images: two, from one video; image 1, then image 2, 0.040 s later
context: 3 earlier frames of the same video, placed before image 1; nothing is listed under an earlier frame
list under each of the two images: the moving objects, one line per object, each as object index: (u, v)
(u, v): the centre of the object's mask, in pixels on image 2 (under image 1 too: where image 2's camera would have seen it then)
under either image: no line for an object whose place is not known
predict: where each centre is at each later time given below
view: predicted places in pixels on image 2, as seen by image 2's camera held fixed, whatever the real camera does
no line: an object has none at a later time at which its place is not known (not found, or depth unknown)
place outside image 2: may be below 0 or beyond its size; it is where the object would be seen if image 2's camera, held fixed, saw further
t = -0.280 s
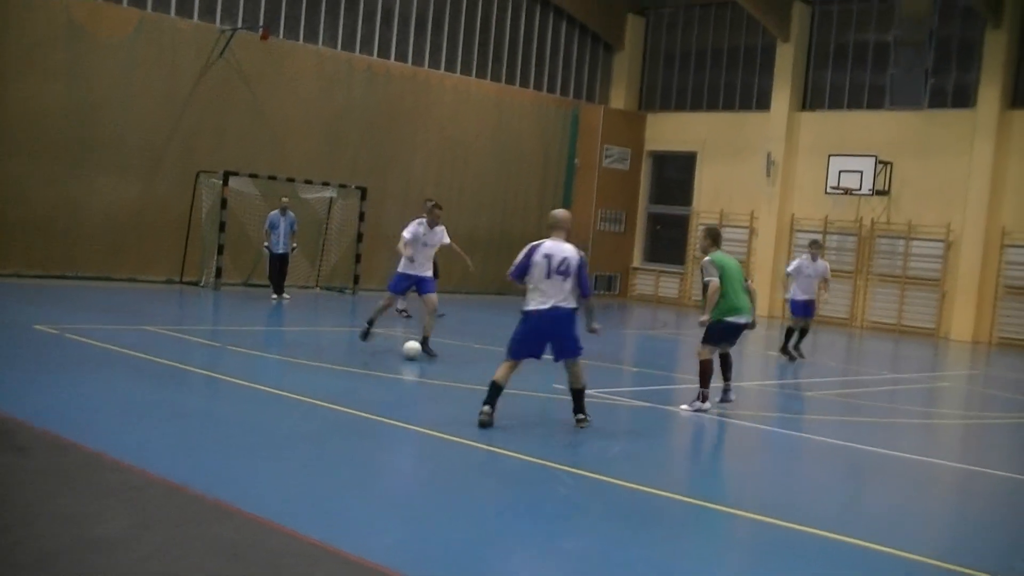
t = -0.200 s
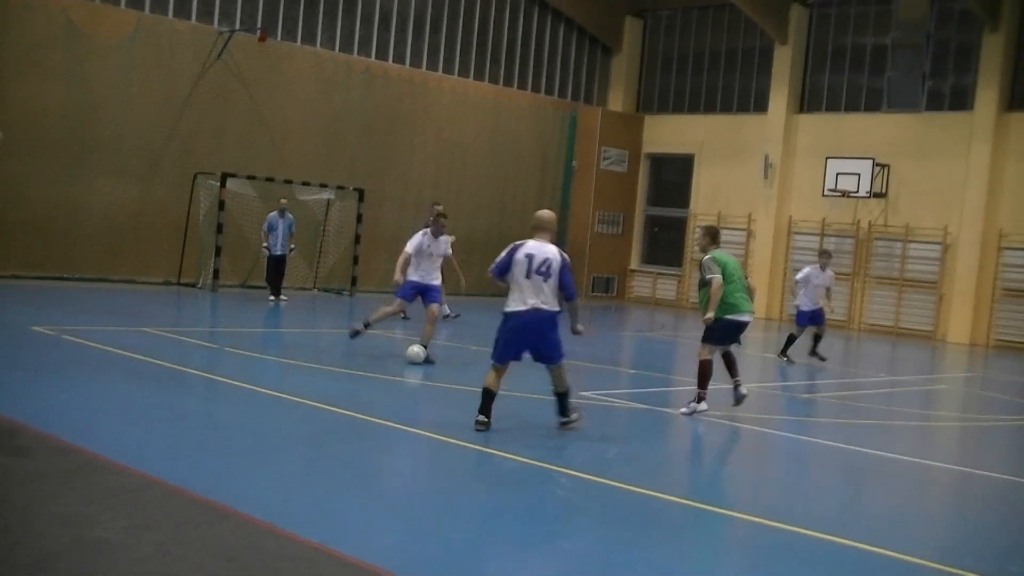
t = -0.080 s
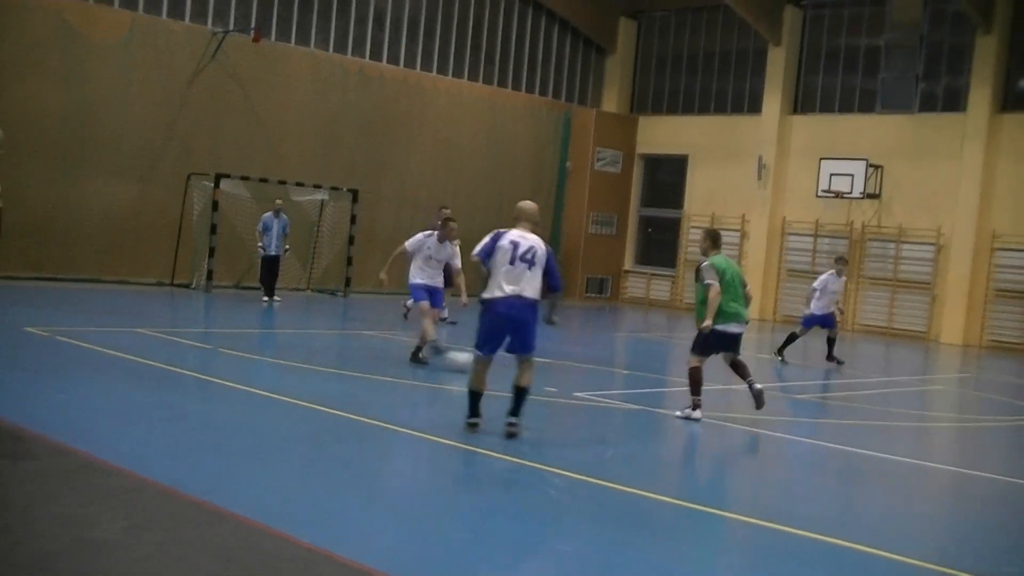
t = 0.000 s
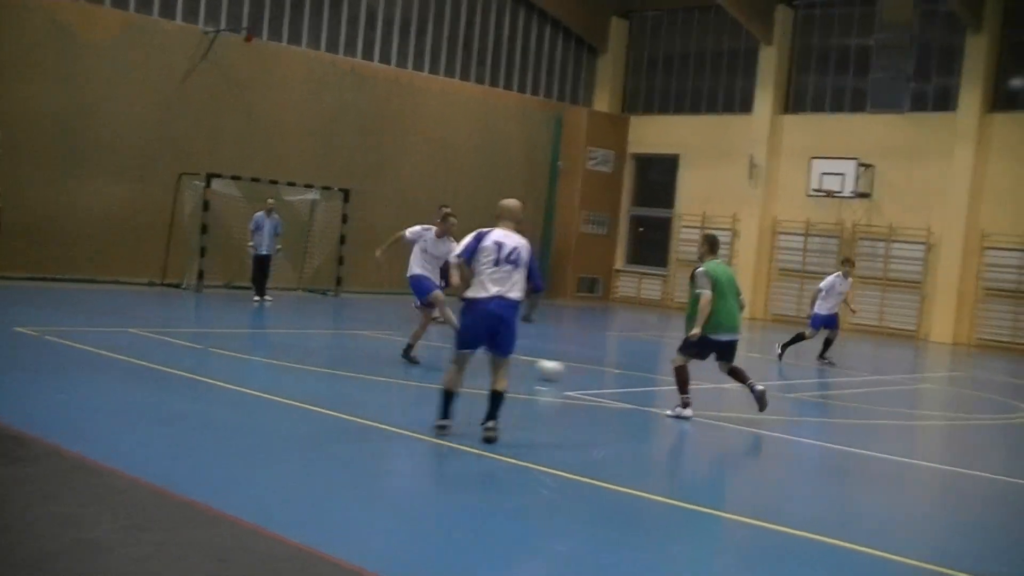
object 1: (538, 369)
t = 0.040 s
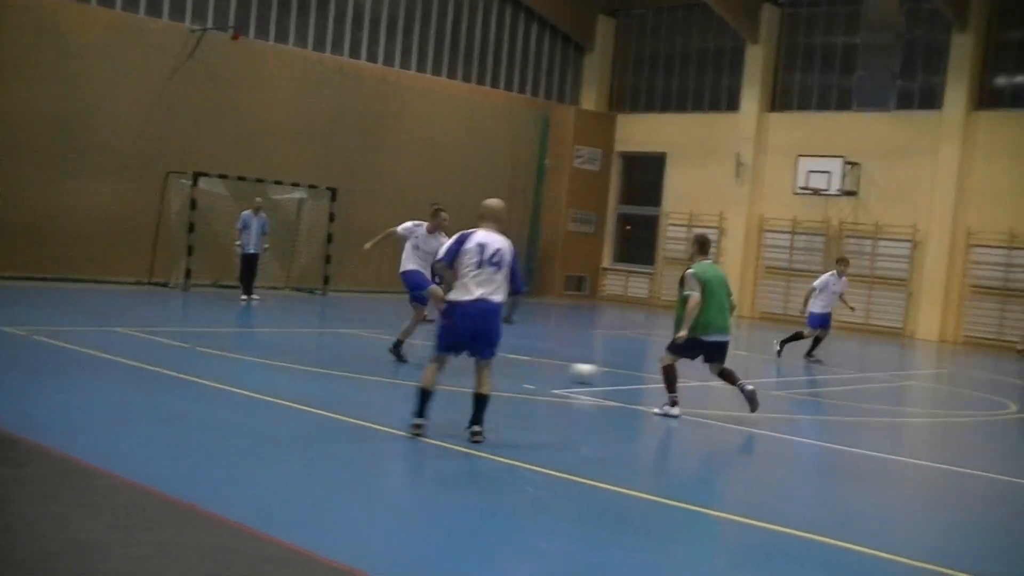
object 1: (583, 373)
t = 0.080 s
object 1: (631, 378)
